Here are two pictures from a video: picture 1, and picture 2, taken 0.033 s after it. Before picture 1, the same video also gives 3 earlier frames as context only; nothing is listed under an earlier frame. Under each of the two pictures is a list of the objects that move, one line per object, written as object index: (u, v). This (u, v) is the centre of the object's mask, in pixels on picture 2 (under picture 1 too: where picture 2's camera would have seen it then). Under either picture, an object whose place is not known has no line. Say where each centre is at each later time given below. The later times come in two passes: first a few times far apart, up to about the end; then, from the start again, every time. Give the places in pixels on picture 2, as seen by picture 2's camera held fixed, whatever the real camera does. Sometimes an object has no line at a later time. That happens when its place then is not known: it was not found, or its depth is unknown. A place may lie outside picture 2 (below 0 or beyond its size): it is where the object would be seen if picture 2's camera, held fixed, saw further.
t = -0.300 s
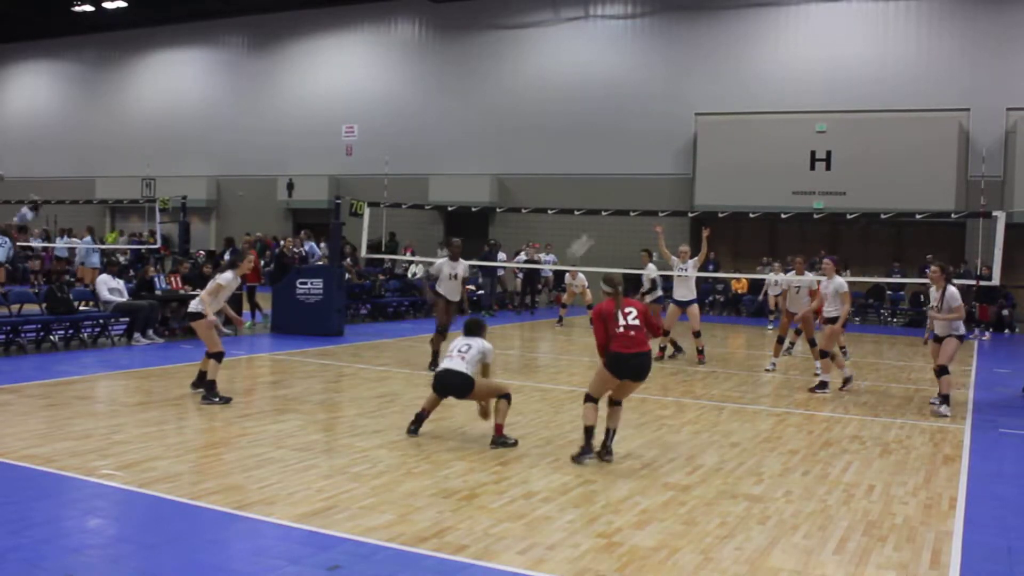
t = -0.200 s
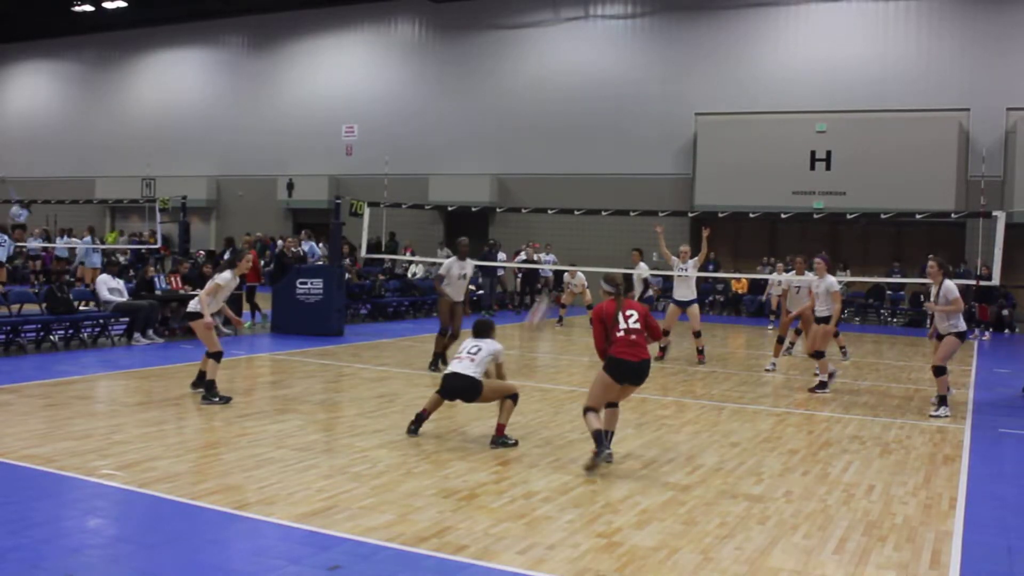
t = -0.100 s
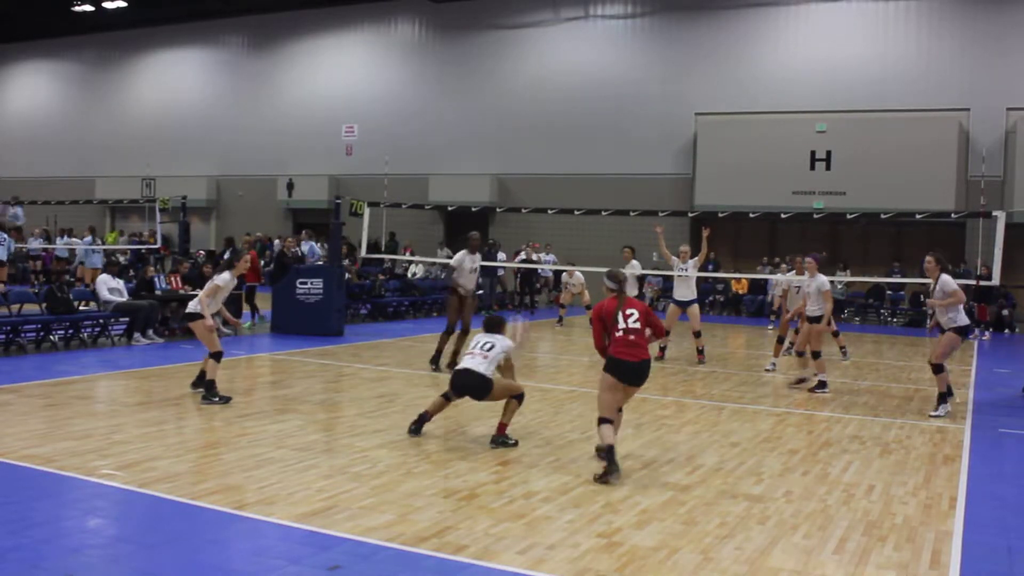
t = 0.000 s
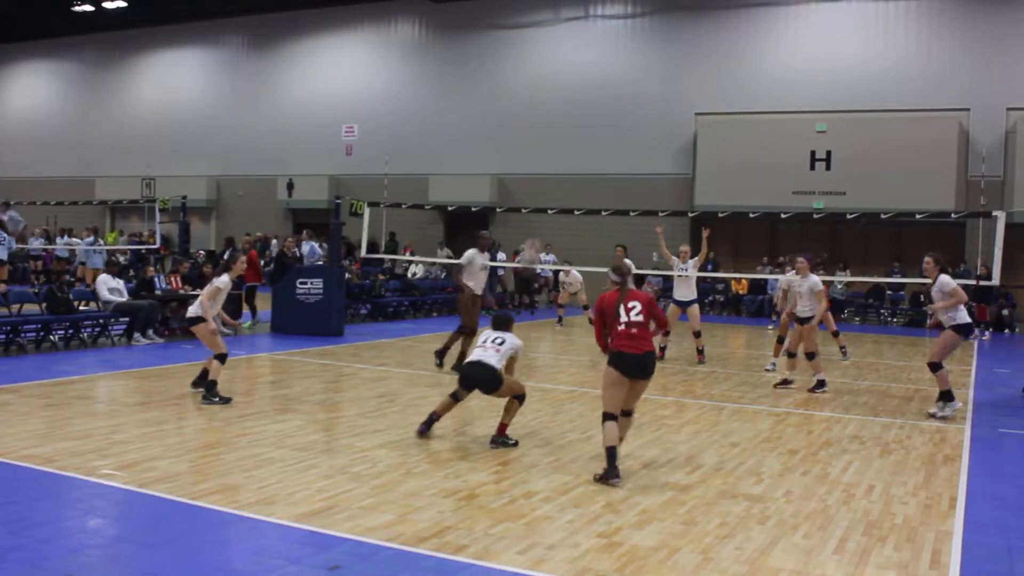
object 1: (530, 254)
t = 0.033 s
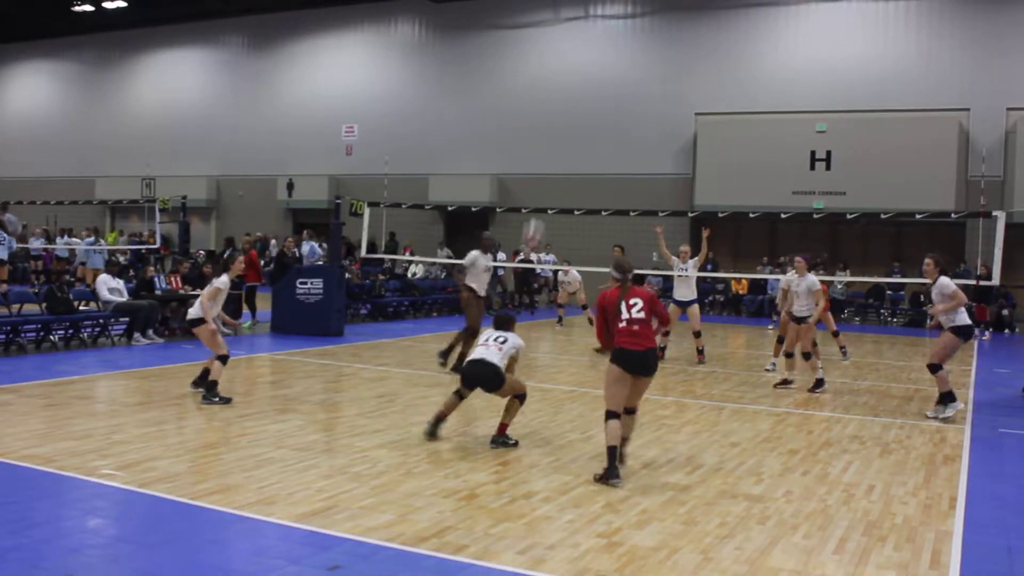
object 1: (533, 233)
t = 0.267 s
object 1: (557, 123)
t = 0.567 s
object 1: (579, 77)
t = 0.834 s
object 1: (591, 100)
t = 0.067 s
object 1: (537, 211)
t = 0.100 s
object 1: (541, 193)
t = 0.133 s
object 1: (546, 176)
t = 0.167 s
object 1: (548, 161)
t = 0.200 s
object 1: (552, 148)
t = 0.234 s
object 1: (555, 136)
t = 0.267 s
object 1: (557, 123)
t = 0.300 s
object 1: (560, 114)
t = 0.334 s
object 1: (563, 106)
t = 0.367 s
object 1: (566, 99)
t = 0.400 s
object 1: (569, 92)
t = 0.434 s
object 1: (571, 86)
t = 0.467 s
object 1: (573, 82)
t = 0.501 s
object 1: (575, 79)
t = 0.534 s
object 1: (577, 78)
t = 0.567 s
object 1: (579, 77)
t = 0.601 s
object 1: (580, 76)
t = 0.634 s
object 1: (582, 77)
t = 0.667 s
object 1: (584, 79)
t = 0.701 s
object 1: (586, 82)
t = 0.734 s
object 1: (586, 85)
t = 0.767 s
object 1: (588, 89)
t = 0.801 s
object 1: (590, 94)
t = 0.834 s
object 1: (591, 100)
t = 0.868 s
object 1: (592, 106)
